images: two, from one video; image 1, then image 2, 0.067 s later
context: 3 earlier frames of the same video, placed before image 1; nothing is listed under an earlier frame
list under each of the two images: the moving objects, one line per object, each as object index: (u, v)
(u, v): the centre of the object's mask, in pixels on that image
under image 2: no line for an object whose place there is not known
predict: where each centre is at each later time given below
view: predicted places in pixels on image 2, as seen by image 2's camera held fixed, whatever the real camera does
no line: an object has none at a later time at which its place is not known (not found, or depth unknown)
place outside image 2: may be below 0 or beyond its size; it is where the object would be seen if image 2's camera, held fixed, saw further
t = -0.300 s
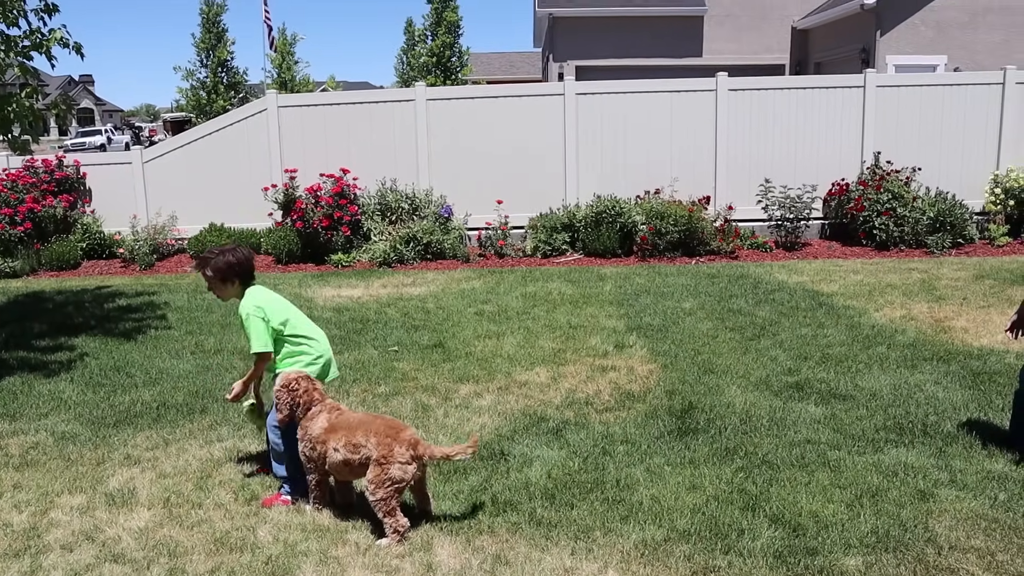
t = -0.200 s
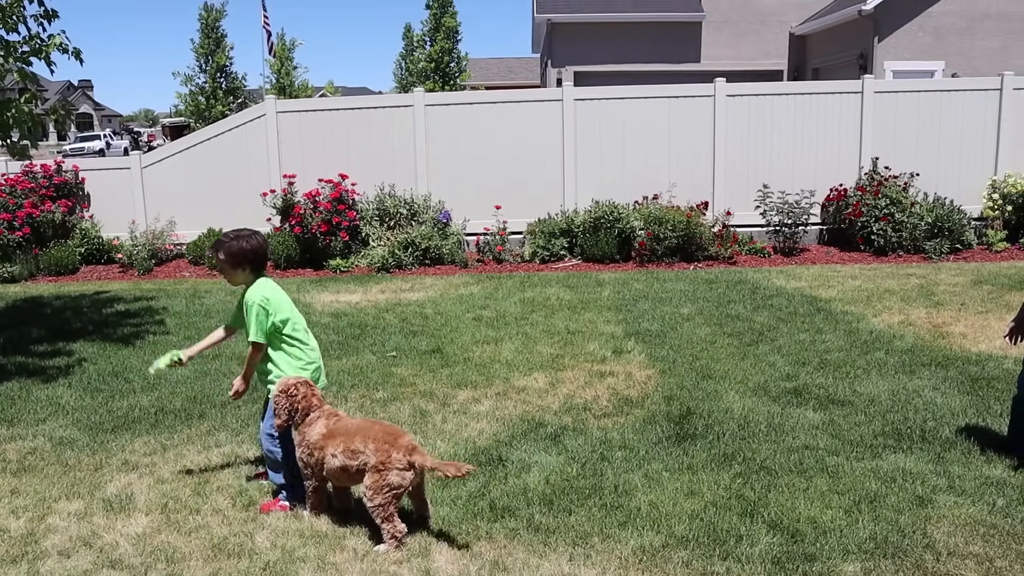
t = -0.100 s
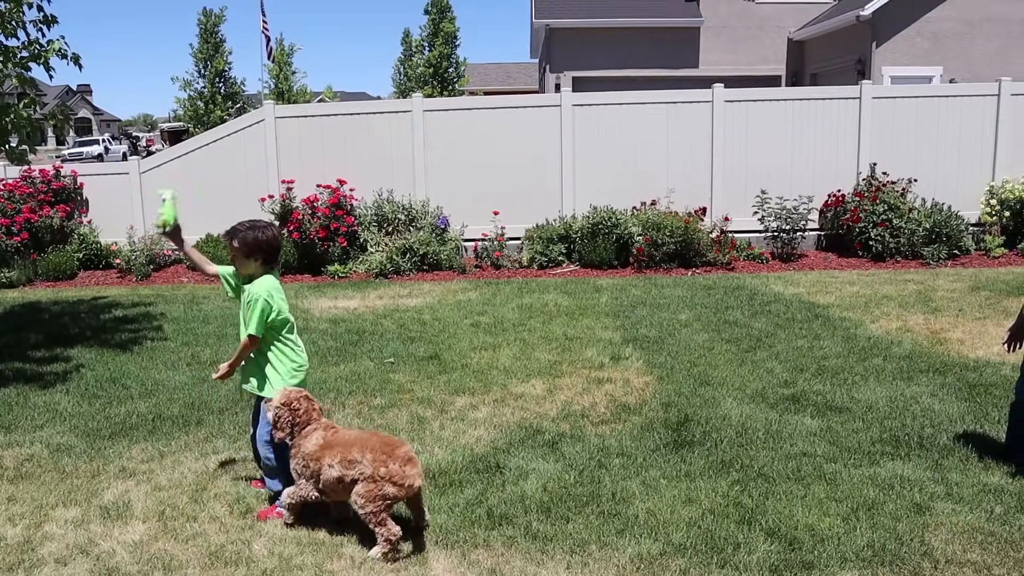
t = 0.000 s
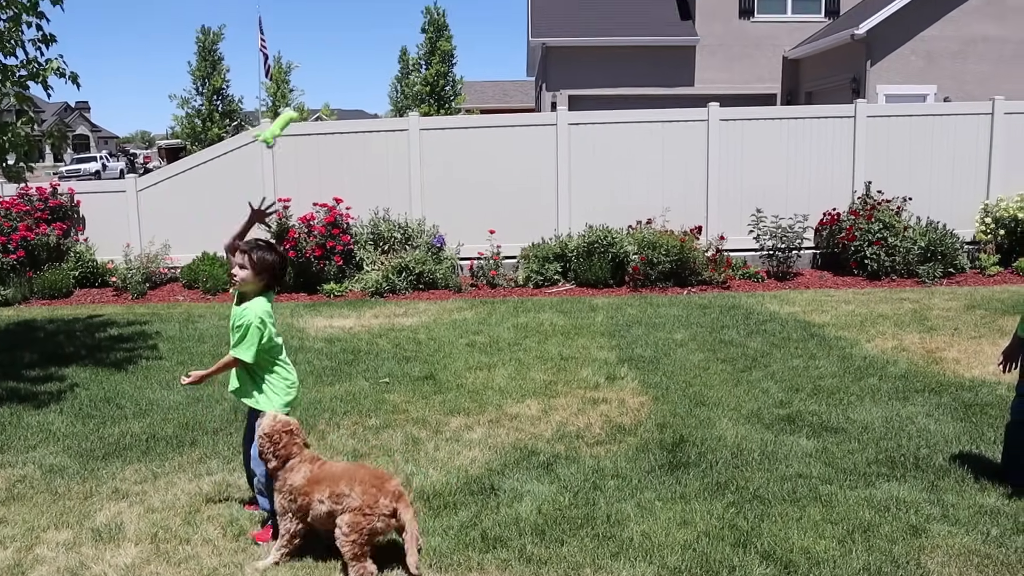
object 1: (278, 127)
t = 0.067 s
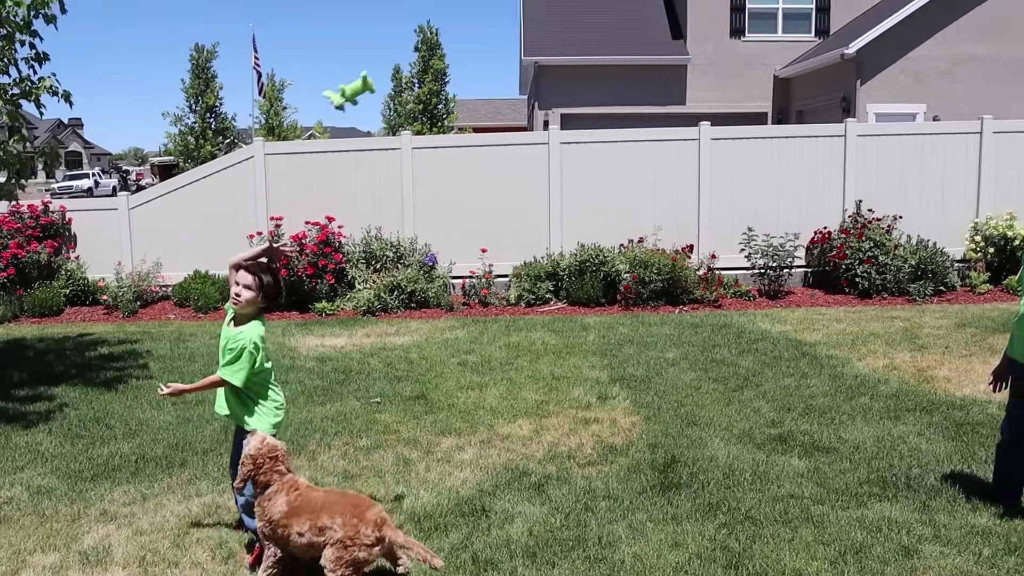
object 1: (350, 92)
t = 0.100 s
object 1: (394, 68)
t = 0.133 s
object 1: (437, 46)
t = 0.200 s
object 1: (519, 20)
